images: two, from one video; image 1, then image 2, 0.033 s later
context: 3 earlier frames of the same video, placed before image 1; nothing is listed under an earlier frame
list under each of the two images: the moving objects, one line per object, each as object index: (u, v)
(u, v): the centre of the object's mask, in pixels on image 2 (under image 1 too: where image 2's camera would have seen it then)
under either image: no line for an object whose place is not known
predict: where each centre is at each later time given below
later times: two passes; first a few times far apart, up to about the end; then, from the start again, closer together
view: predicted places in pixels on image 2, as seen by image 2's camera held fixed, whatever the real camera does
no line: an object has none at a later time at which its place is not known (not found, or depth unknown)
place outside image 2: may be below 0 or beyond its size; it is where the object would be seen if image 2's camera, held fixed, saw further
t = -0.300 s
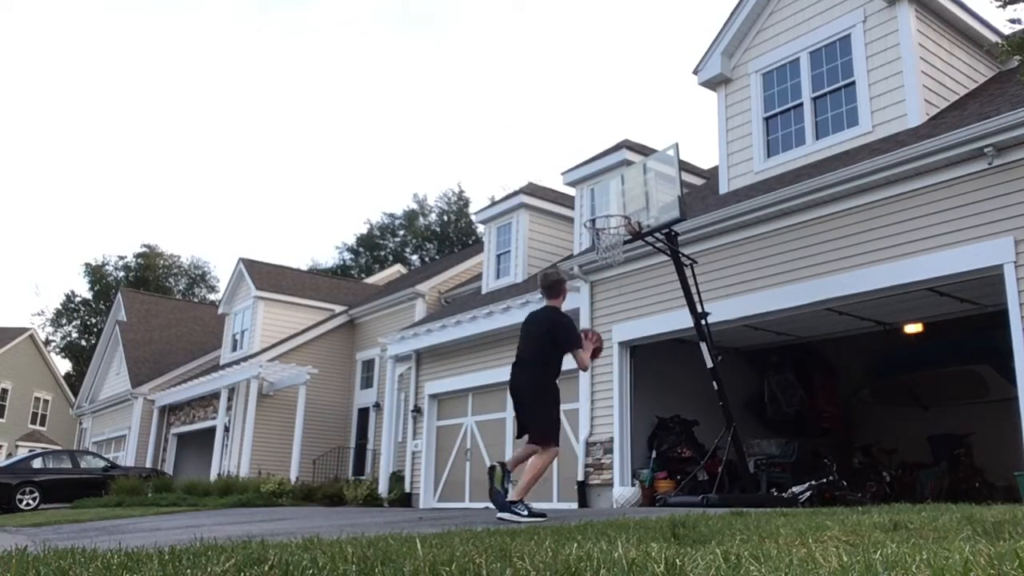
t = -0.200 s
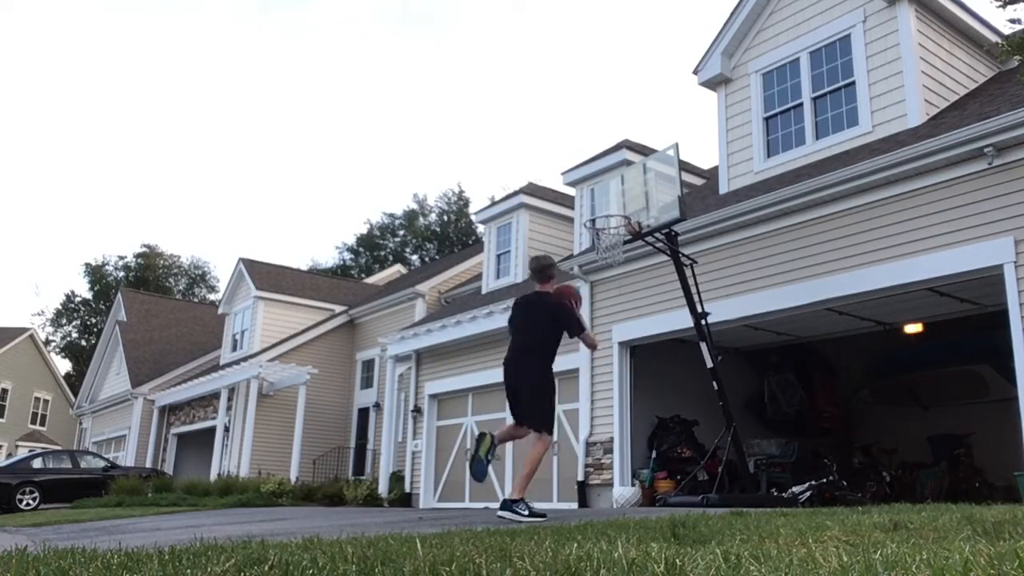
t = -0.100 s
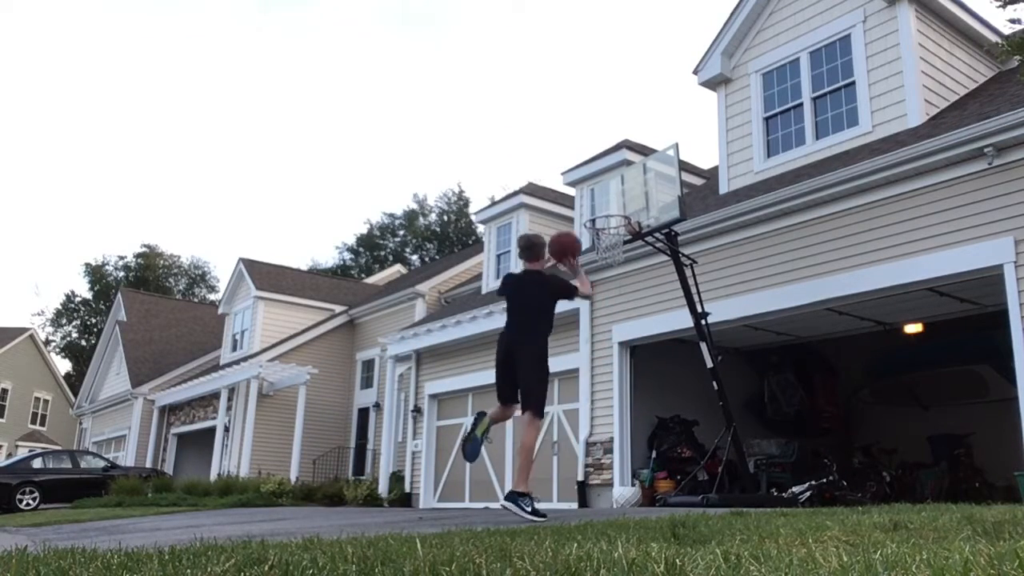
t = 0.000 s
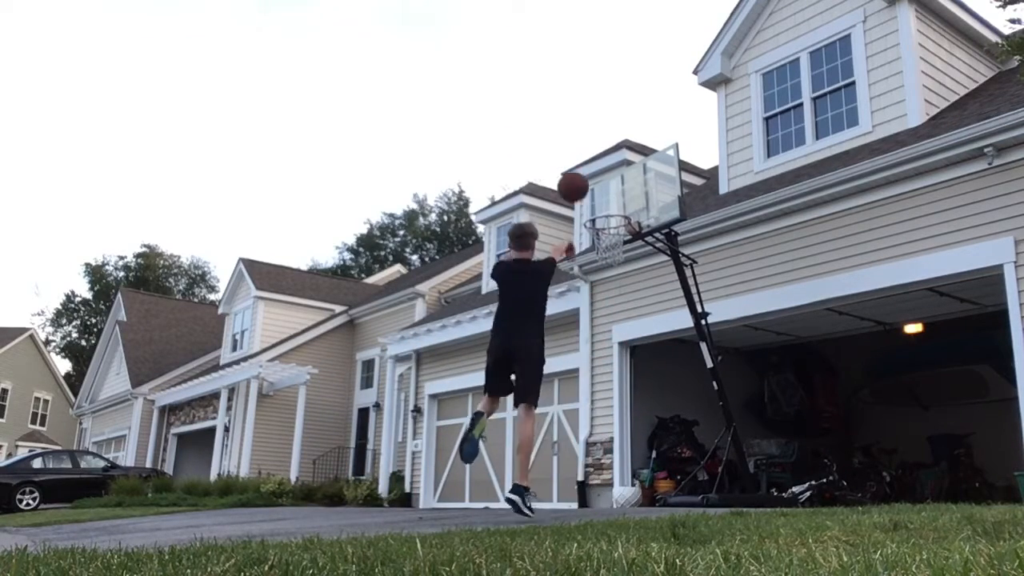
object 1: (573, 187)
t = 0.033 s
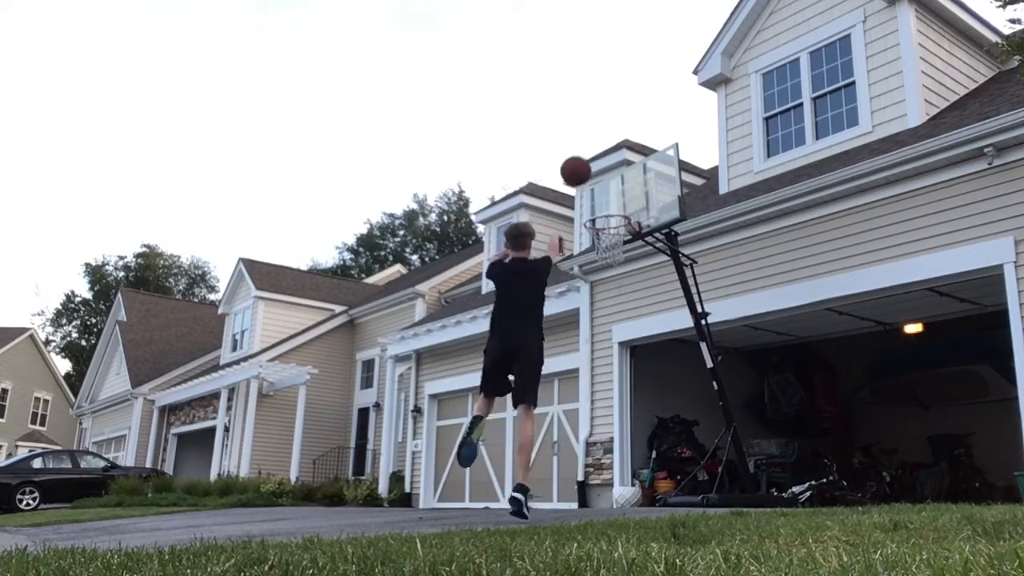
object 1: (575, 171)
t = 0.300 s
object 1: (593, 102)
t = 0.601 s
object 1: (606, 116)
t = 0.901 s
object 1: (616, 206)
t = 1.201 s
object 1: (593, 229)
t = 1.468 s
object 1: (570, 299)
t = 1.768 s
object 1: (543, 455)
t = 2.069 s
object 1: (510, 400)
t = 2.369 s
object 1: (476, 350)
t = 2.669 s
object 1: (441, 377)
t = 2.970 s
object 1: (400, 484)
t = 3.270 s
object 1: (363, 426)
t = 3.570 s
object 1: (321, 412)
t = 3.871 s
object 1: (271, 478)
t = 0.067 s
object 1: (578, 156)
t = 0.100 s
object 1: (580, 144)
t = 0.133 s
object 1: (583, 133)
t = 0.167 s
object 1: (585, 124)
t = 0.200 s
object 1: (587, 117)
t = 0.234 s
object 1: (589, 110)
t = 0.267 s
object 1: (591, 105)
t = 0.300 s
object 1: (593, 102)
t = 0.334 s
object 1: (594, 99)
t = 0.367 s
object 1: (596, 98)
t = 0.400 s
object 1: (598, 97)
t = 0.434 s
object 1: (599, 98)
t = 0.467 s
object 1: (601, 100)
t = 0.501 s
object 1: (602, 103)
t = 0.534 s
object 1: (603, 106)
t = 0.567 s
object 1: (605, 111)
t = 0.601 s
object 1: (606, 116)
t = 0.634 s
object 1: (607, 123)
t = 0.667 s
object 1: (608, 130)
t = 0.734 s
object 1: (611, 148)
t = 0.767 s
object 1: (612, 158)
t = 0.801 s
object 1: (613, 168)
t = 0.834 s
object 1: (614, 180)
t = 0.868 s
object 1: (615, 193)
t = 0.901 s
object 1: (616, 206)
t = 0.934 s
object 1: (617, 219)
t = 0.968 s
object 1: (615, 220)
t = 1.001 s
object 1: (612, 218)
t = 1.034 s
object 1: (609, 218)
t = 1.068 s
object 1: (605, 218)
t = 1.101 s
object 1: (602, 220)
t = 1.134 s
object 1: (599, 222)
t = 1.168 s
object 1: (597, 225)
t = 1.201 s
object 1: (593, 229)
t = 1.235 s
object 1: (588, 236)
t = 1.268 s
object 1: (587, 241)
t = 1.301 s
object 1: (585, 248)
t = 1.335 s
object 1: (582, 256)
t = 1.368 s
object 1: (579, 265)
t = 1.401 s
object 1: (576, 276)
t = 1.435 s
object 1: (573, 286)
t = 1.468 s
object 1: (570, 299)
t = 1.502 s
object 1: (567, 312)
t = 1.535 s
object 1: (564, 327)
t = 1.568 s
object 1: (561, 342)
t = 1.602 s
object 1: (558, 357)
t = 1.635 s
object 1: (555, 375)
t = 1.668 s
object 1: (552, 394)
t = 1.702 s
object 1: (549, 412)
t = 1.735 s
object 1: (546, 433)
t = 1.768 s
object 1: (543, 455)
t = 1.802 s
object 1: (540, 478)
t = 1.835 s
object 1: (536, 497)
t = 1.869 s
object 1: (533, 481)
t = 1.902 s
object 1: (529, 464)
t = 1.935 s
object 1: (524, 449)
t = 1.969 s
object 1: (521, 435)
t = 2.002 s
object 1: (517, 422)
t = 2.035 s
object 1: (514, 410)
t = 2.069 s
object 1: (510, 400)
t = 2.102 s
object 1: (506, 391)
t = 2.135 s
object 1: (502, 382)
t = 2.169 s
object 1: (499, 374)
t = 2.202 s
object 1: (495, 367)
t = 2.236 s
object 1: (491, 362)
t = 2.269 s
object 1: (488, 358)
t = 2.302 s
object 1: (484, 355)
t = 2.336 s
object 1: (481, 352)
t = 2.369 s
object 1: (476, 350)
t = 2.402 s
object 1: (473, 349)
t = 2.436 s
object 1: (469, 350)
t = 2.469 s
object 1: (465, 351)
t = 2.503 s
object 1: (461, 353)
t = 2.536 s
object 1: (457, 355)
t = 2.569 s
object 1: (453, 359)
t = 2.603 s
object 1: (449, 364)
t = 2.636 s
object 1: (445, 370)
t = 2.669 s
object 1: (441, 377)
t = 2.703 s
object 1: (437, 385)
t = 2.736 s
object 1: (432, 394)
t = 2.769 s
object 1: (427, 403)
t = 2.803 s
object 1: (423, 414)
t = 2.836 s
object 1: (419, 425)
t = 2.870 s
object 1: (415, 439)
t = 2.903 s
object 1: (411, 453)
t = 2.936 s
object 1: (405, 468)
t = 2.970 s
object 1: (400, 484)
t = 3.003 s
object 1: (396, 502)
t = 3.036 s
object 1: (390, 490)
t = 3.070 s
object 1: (388, 479)
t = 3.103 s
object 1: (385, 467)
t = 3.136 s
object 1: (380, 457)
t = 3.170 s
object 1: (375, 448)
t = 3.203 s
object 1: (371, 439)
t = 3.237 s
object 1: (367, 432)
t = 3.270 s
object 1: (363, 426)
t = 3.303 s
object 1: (358, 420)
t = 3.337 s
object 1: (354, 416)
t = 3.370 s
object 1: (349, 413)
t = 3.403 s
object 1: (345, 411)
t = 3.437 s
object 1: (340, 409)
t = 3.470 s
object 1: (335, 408)
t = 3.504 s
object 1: (330, 409)
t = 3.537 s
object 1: (325, 410)
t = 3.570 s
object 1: (321, 412)
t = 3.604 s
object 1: (316, 416)
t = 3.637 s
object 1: (310, 420)
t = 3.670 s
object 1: (305, 425)
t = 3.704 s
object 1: (300, 432)
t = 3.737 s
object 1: (294, 439)
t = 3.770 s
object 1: (288, 447)
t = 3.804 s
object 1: (282, 457)
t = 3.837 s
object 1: (276, 467)
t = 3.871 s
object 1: (271, 478)
